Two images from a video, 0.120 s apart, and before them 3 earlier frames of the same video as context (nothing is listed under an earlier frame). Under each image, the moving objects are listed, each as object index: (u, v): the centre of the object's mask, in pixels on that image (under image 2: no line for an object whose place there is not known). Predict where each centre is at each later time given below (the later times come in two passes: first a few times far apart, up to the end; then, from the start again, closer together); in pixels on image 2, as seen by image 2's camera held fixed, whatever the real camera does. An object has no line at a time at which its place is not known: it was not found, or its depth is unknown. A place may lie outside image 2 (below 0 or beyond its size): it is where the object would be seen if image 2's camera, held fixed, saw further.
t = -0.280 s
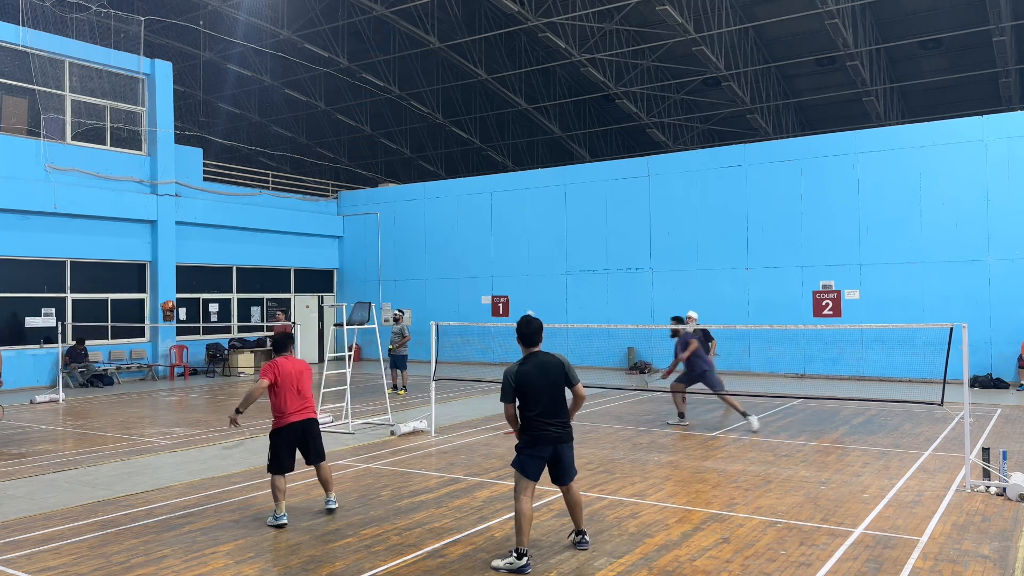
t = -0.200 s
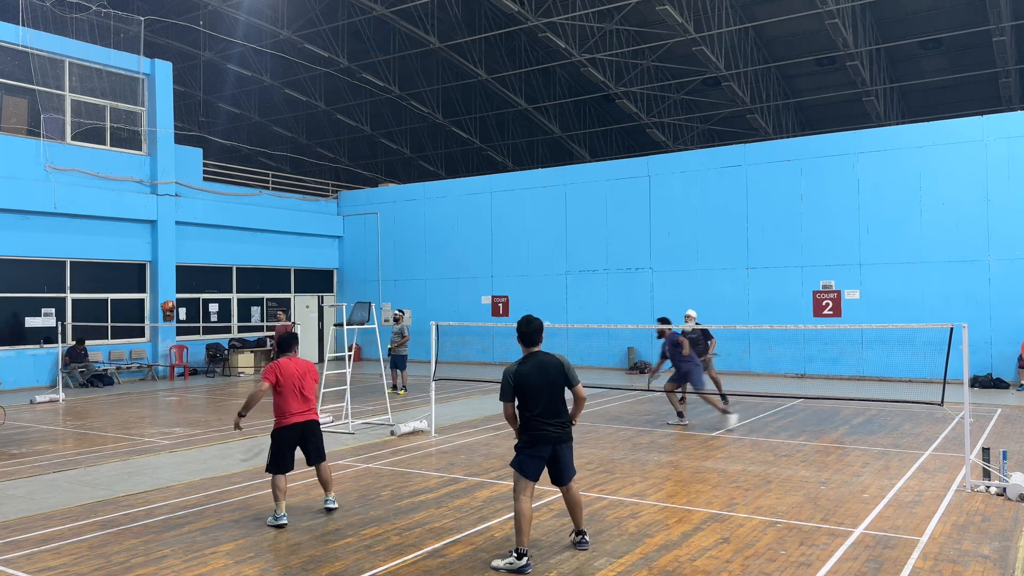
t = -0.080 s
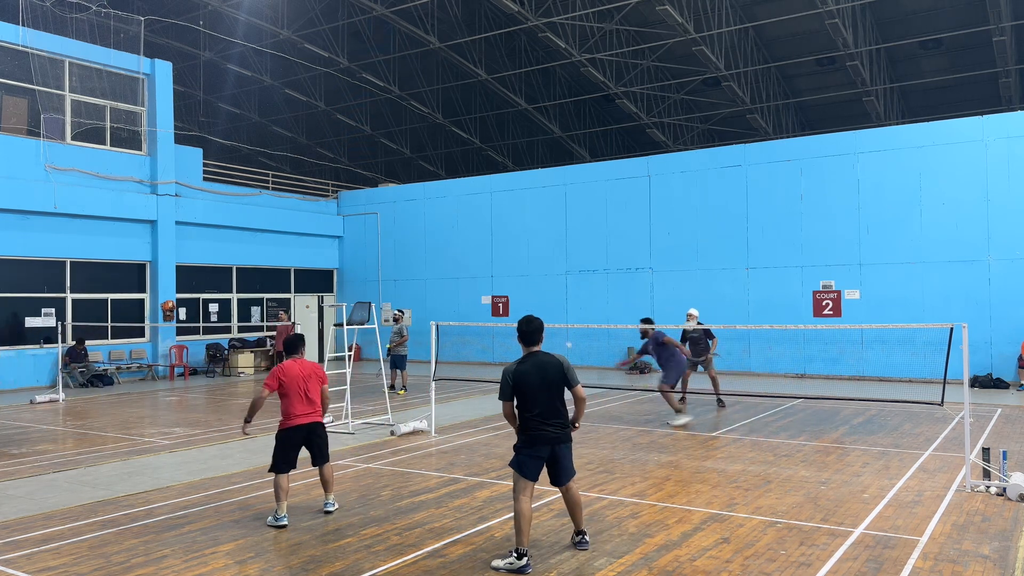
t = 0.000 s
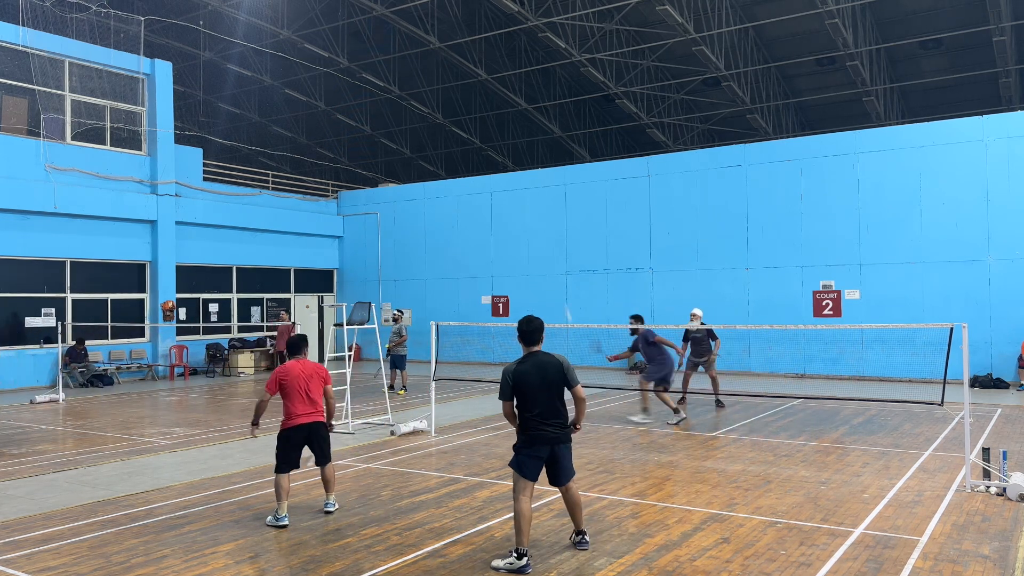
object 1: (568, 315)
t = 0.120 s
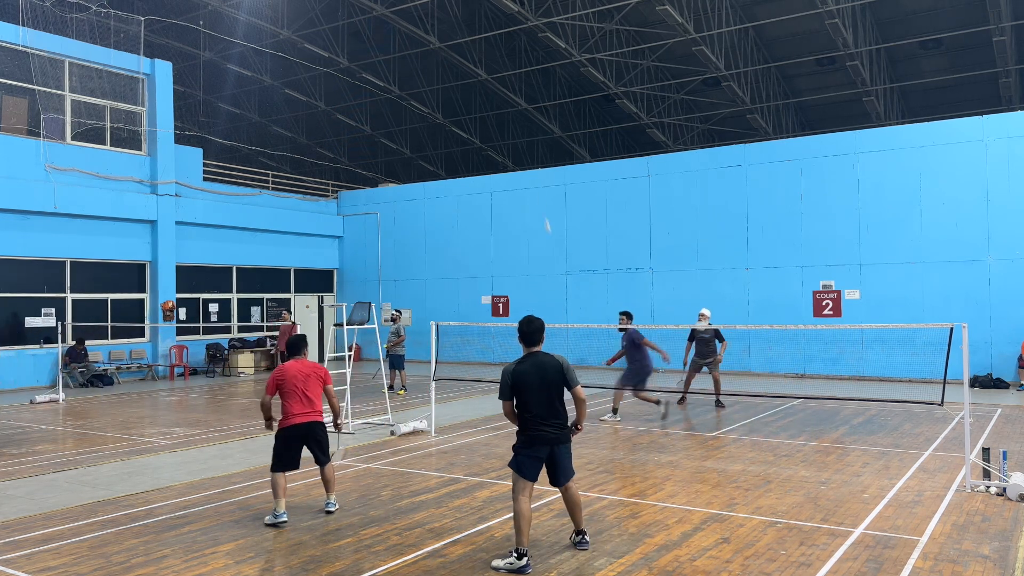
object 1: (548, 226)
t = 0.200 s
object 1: (535, 179)
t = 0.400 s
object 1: (504, 88)
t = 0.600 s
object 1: (470, 38)
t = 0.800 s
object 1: (433, 39)
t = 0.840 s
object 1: (425, 47)
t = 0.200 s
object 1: (535, 179)
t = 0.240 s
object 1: (529, 158)
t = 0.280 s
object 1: (522, 138)
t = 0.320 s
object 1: (516, 119)
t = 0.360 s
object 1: (510, 103)
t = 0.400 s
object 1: (504, 88)
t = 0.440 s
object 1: (497, 74)
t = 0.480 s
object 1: (491, 62)
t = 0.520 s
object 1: (484, 52)
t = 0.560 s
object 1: (478, 44)
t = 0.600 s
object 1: (470, 38)
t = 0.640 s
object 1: (463, 33)
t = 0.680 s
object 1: (456, 31)
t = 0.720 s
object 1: (448, 30)
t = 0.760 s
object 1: (441, 33)
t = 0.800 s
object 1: (433, 39)
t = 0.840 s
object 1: (425, 47)
